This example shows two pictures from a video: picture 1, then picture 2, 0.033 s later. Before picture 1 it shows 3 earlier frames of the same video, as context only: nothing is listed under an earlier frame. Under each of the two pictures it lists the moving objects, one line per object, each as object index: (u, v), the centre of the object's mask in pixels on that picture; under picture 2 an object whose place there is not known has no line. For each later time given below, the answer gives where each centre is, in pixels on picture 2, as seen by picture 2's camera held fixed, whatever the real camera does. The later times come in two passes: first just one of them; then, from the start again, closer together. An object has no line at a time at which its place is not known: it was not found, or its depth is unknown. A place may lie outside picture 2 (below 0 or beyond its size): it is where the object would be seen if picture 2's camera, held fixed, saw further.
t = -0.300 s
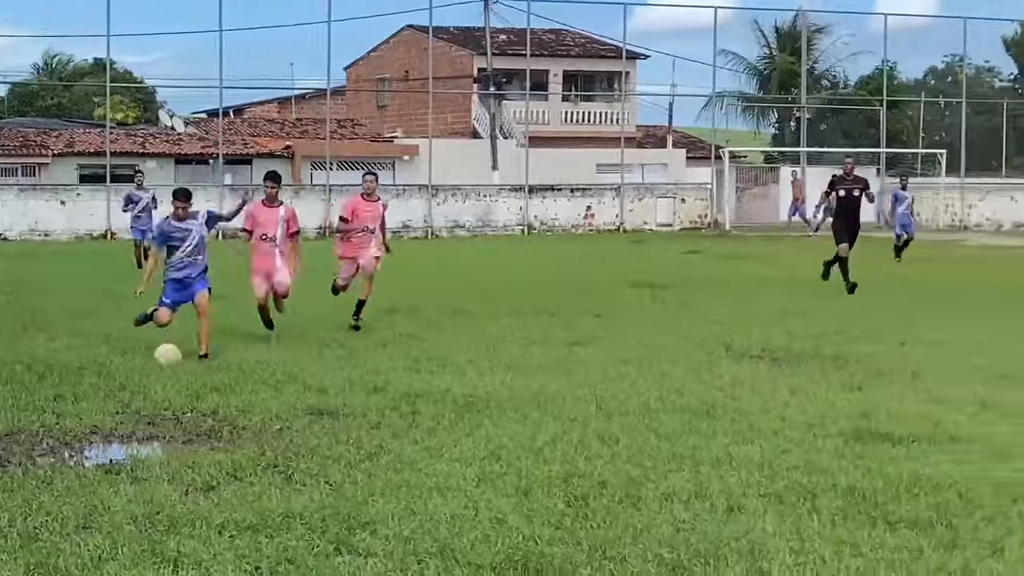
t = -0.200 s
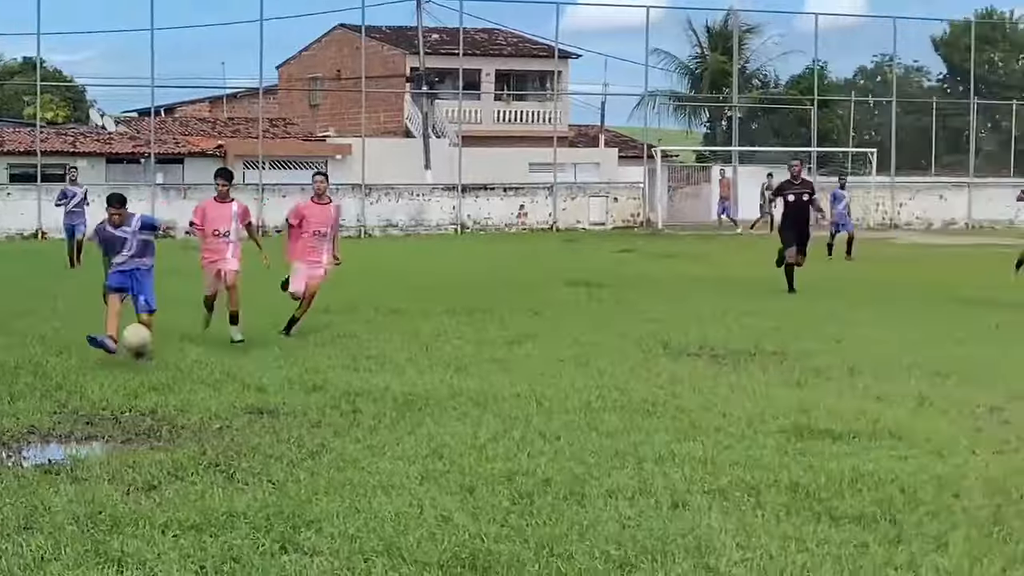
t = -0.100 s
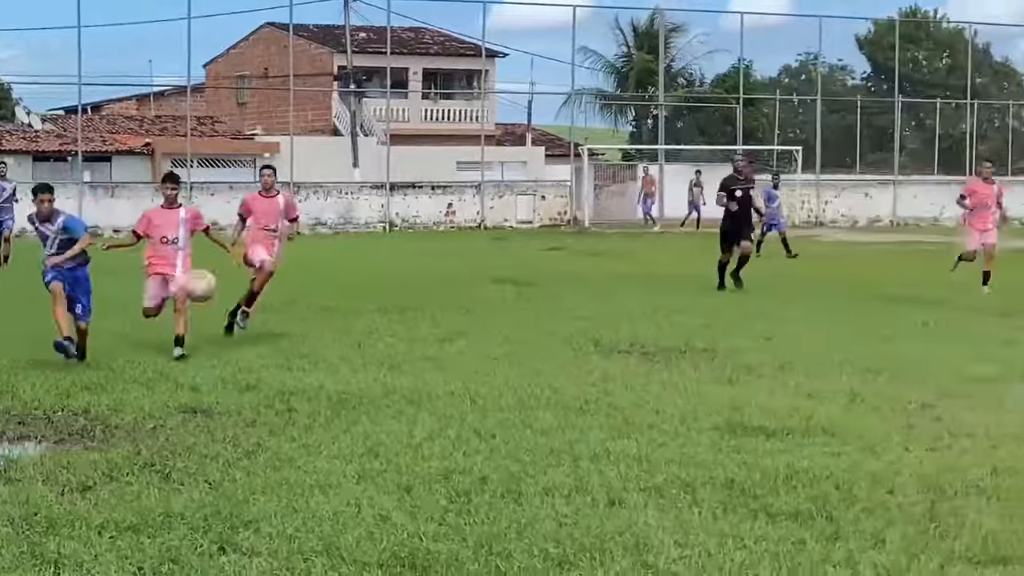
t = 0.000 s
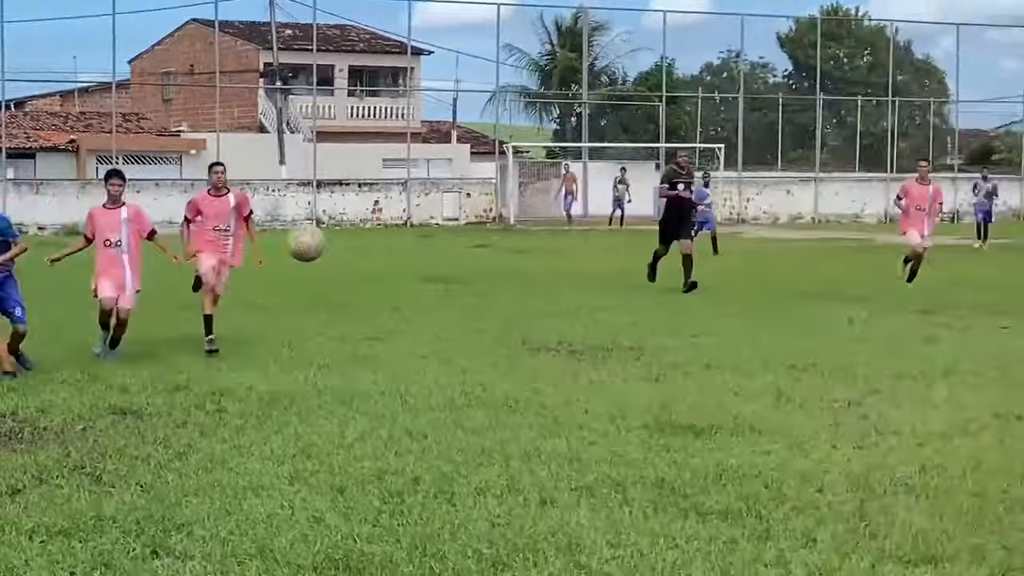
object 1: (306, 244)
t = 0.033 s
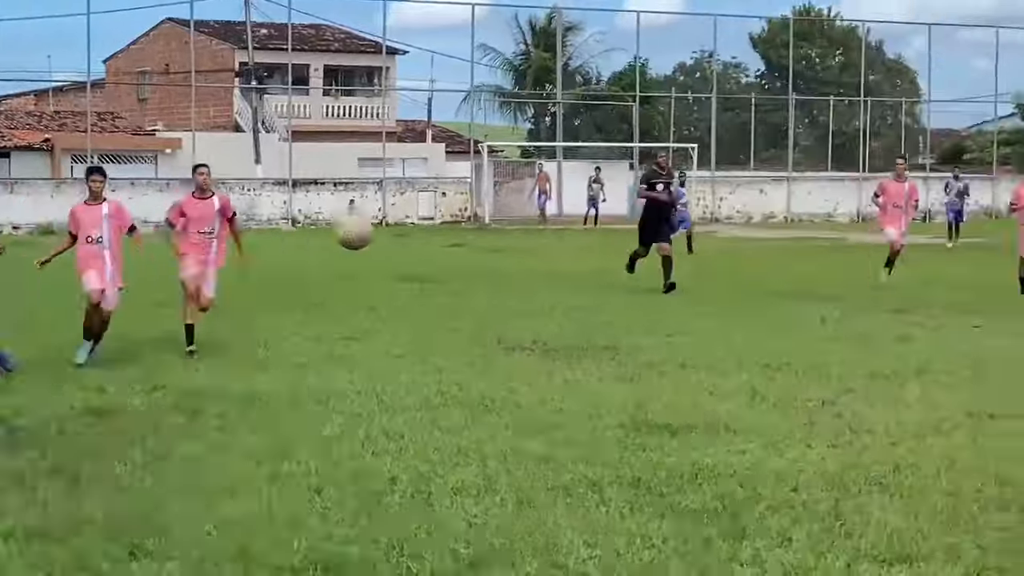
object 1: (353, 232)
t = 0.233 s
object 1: (1001, 185)
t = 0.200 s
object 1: (859, 187)
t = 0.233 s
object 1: (1001, 185)
